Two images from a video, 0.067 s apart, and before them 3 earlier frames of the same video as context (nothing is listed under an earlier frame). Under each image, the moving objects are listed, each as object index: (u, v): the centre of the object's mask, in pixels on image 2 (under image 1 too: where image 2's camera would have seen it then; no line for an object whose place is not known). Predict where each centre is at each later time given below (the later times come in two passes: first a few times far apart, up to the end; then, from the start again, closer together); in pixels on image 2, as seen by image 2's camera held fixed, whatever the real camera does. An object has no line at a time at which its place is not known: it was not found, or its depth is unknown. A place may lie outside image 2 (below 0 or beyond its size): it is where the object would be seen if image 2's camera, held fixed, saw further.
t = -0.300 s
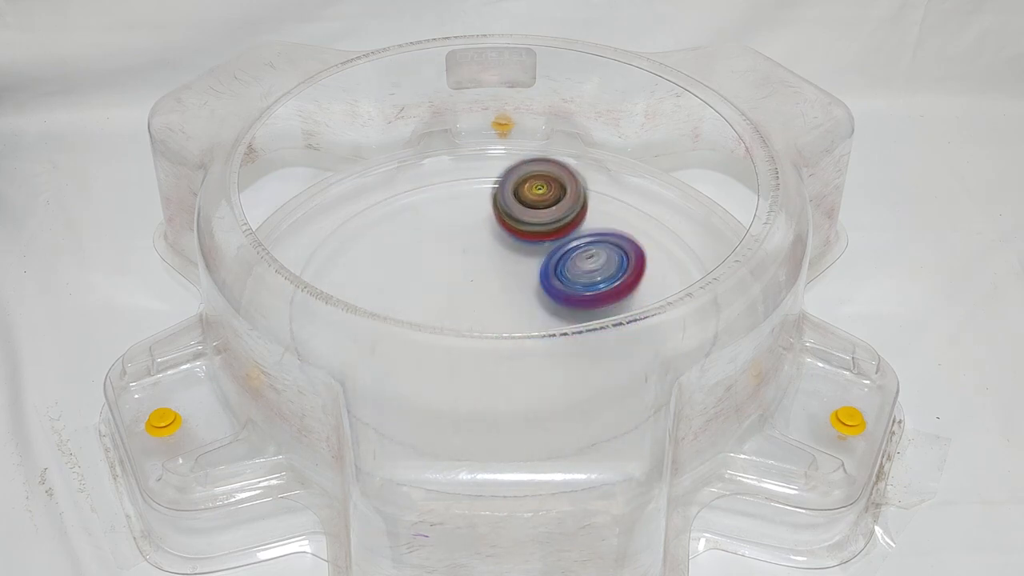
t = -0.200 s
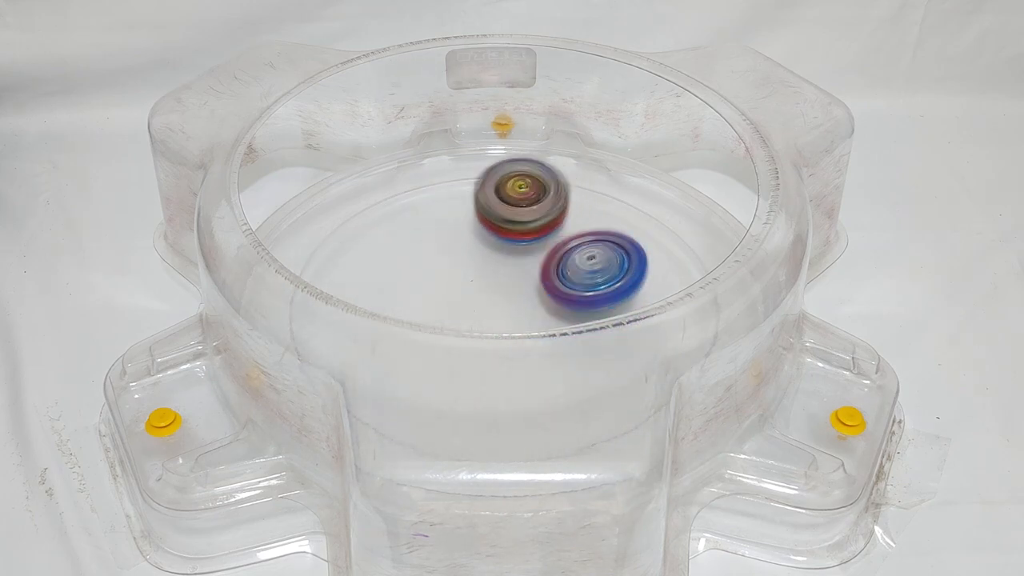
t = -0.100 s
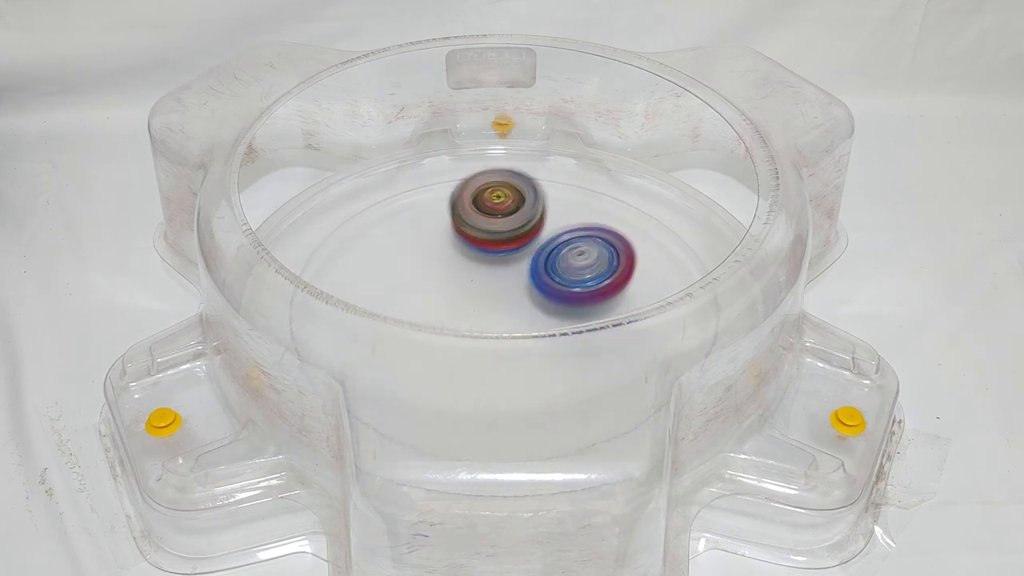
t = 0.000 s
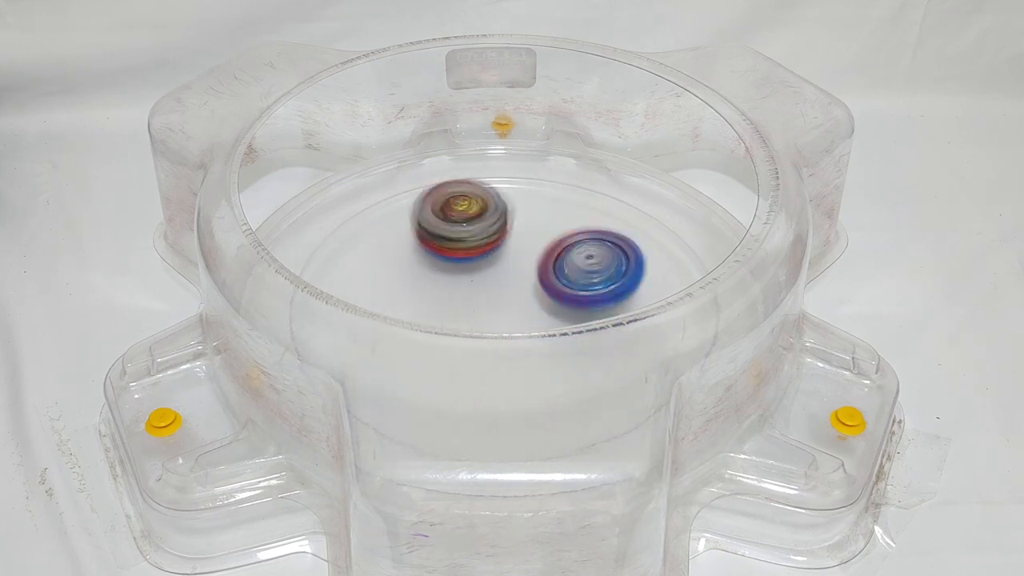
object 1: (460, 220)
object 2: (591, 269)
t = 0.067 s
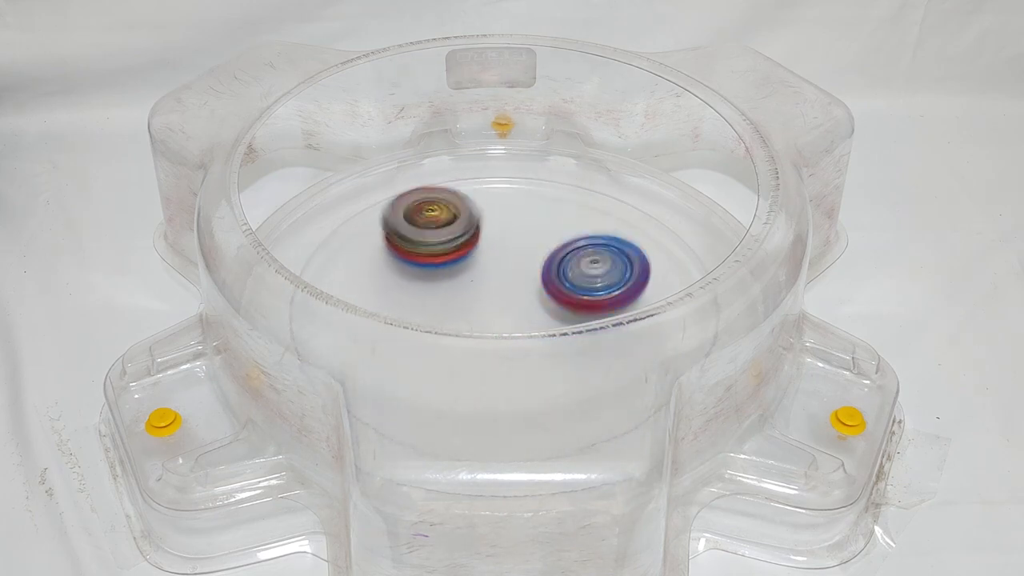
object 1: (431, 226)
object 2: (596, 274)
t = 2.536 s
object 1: (524, 256)
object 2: (445, 358)
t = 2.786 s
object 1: (579, 277)
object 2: (502, 340)
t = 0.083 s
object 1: (426, 229)
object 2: (593, 274)
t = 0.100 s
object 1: (421, 231)
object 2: (592, 275)
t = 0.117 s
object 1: (417, 234)
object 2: (589, 276)
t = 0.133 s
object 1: (413, 237)
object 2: (586, 276)
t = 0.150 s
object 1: (410, 240)
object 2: (583, 277)
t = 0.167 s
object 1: (406, 244)
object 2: (580, 278)
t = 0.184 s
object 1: (403, 247)
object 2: (578, 279)
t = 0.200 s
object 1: (401, 250)
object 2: (574, 279)
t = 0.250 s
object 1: (394, 262)
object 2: (565, 280)
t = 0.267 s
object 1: (393, 266)
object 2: (560, 281)
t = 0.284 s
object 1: (392, 270)
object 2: (556, 281)
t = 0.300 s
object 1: (392, 273)
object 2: (552, 281)
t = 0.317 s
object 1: (392, 276)
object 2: (547, 281)
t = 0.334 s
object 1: (392, 279)
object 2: (544, 281)
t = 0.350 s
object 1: (393, 282)
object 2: (539, 281)
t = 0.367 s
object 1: (395, 284)
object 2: (535, 280)
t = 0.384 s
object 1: (396, 286)
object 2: (530, 280)
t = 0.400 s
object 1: (394, 297)
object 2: (526, 280)
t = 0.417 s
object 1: (396, 299)
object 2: (522, 279)
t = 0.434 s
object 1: (398, 305)
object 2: (518, 278)
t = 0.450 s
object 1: (400, 309)
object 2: (515, 277)
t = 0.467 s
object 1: (403, 314)
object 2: (510, 277)
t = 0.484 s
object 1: (406, 317)
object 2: (508, 276)
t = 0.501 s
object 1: (409, 321)
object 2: (503, 276)
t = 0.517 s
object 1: (412, 322)
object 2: (501, 273)
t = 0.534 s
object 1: (418, 333)
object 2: (497, 272)
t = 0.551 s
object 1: (421, 333)
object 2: (494, 271)
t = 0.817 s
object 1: (518, 352)
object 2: (451, 258)
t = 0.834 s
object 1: (524, 351)
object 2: (449, 258)
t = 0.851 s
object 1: (530, 351)
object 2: (447, 257)
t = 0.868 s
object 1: (536, 349)
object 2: (446, 256)
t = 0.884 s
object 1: (542, 345)
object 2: (444, 256)
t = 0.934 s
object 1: (557, 339)
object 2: (441, 253)
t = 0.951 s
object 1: (563, 336)
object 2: (440, 254)
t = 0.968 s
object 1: (567, 333)
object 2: (439, 253)
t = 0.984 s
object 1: (571, 329)
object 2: (438, 252)
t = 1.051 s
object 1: (582, 313)
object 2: (436, 251)
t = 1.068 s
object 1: (584, 308)
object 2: (435, 251)
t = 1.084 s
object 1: (585, 305)
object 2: (435, 250)
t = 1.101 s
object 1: (589, 305)
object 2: (435, 251)
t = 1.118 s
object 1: (586, 292)
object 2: (435, 251)
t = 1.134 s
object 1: (587, 290)
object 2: (435, 251)
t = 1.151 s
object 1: (588, 288)
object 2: (435, 251)
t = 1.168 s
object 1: (589, 286)
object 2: (435, 252)
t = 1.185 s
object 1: (588, 284)
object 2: (435, 252)
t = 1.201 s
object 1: (588, 281)
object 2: (436, 253)
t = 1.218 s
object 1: (587, 279)
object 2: (436, 254)
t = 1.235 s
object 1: (586, 276)
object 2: (437, 254)
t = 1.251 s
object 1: (584, 273)
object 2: (437, 255)
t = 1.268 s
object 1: (581, 270)
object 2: (439, 256)
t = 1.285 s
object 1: (579, 267)
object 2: (439, 258)
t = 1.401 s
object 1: (554, 249)
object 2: (447, 266)
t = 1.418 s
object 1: (550, 247)
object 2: (449, 268)
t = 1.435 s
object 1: (550, 243)
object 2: (444, 271)
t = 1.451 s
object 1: (550, 241)
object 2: (439, 273)
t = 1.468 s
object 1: (549, 238)
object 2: (436, 276)
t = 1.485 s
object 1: (547, 236)
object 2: (433, 278)
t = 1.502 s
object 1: (544, 234)
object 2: (431, 280)
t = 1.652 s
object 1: (506, 226)
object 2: (420, 290)
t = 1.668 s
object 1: (502, 227)
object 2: (419, 291)
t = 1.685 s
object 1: (498, 227)
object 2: (418, 292)
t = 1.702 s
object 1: (493, 229)
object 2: (417, 293)
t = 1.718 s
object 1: (488, 230)
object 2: (417, 294)
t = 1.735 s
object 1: (484, 231)
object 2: (416, 295)
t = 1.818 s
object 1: (465, 242)
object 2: (417, 299)
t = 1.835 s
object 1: (462, 244)
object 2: (417, 299)
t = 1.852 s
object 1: (461, 245)
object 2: (415, 309)
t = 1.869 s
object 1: (464, 241)
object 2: (407, 321)
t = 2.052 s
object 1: (480, 215)
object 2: (383, 360)
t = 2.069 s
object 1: (480, 215)
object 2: (382, 360)
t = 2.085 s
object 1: (480, 214)
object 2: (382, 360)
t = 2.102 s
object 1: (480, 214)
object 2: (382, 361)
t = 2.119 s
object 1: (480, 214)
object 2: (382, 361)
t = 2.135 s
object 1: (481, 215)
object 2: (382, 361)
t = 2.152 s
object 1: (481, 215)
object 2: (382, 361)
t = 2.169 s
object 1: (481, 215)
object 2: (383, 361)
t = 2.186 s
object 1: (482, 216)
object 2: (383, 361)
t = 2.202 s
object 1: (483, 217)
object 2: (384, 362)
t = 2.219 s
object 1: (484, 218)
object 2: (385, 362)
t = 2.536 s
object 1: (524, 256)
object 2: (445, 358)
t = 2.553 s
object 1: (527, 258)
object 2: (451, 357)
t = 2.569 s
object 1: (530, 260)
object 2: (454, 357)
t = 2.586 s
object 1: (533, 263)
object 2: (462, 351)
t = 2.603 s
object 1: (536, 266)
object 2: (465, 350)
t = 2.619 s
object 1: (539, 267)
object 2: (471, 348)
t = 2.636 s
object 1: (542, 270)
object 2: (475, 346)
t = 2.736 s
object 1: (564, 277)
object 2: (496, 341)
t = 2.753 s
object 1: (568, 278)
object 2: (500, 340)
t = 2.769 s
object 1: (570, 278)
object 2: (503, 340)
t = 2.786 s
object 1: (579, 277)
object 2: (502, 340)
